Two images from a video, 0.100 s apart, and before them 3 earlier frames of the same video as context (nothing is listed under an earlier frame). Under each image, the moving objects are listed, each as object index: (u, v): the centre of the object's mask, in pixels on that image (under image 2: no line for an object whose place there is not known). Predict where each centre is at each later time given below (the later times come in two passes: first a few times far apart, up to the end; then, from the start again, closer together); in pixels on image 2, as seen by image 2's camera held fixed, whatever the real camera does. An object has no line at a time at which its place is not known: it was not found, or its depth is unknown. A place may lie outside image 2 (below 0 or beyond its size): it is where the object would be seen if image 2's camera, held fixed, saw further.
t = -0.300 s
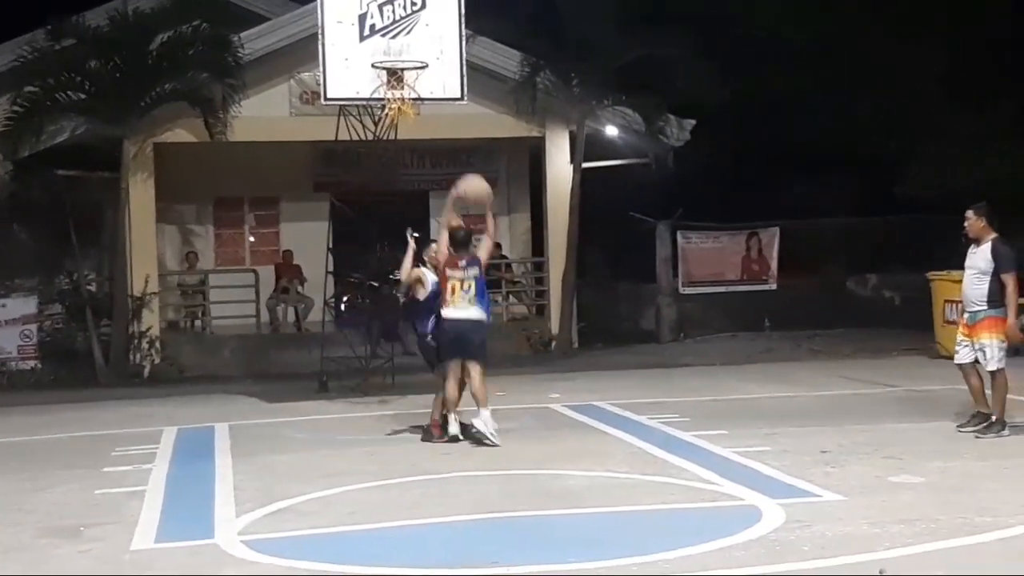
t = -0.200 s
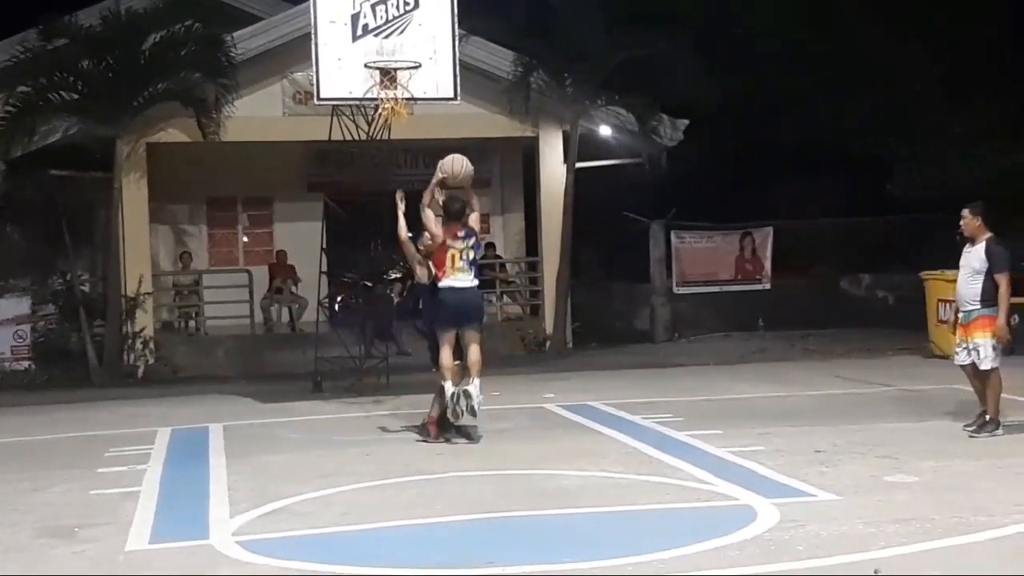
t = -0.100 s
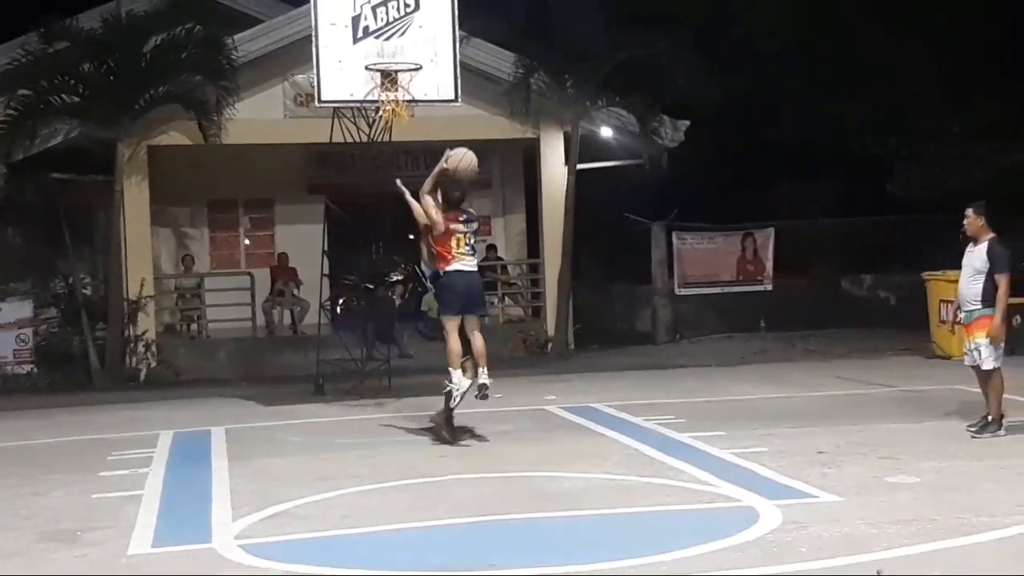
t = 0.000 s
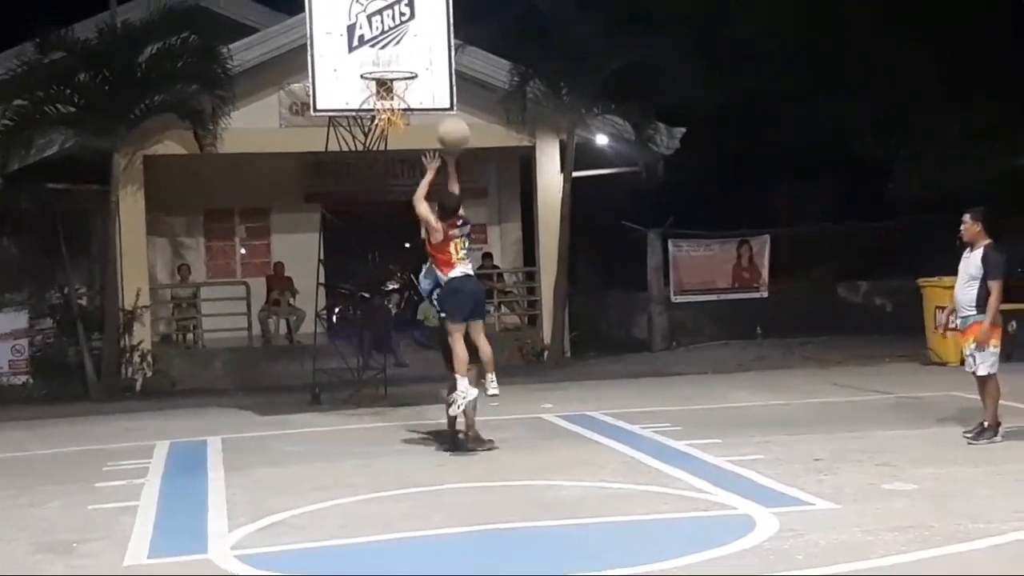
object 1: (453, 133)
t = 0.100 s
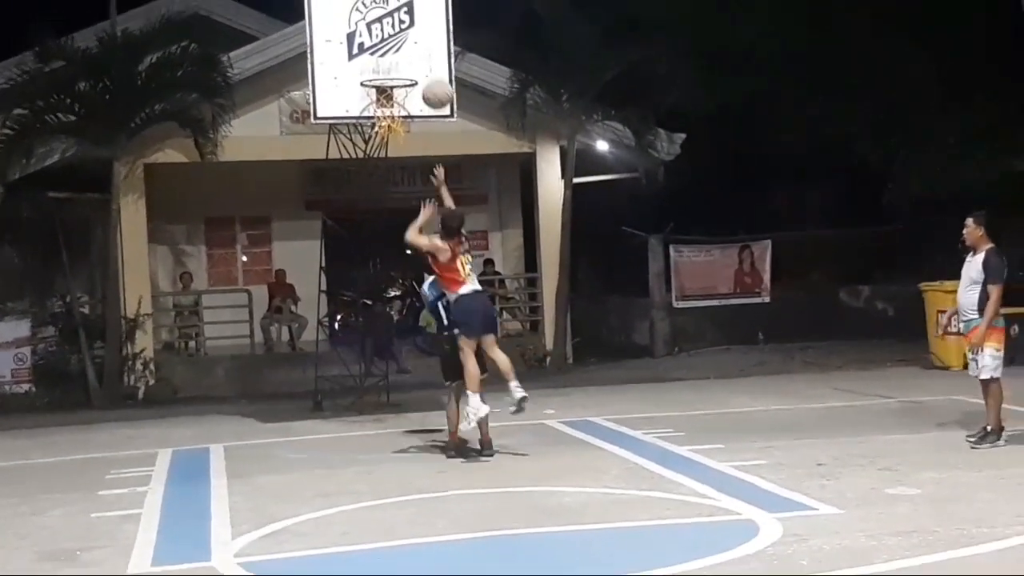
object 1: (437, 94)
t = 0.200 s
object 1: (422, 61)
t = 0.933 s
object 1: (395, 56)
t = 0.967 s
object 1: (398, 56)
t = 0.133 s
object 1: (432, 81)
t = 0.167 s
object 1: (427, 70)
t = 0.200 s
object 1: (422, 61)
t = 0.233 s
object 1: (417, 53)
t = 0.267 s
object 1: (413, 47)
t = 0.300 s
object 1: (408, 41)
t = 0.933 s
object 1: (395, 56)
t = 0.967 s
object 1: (398, 56)
